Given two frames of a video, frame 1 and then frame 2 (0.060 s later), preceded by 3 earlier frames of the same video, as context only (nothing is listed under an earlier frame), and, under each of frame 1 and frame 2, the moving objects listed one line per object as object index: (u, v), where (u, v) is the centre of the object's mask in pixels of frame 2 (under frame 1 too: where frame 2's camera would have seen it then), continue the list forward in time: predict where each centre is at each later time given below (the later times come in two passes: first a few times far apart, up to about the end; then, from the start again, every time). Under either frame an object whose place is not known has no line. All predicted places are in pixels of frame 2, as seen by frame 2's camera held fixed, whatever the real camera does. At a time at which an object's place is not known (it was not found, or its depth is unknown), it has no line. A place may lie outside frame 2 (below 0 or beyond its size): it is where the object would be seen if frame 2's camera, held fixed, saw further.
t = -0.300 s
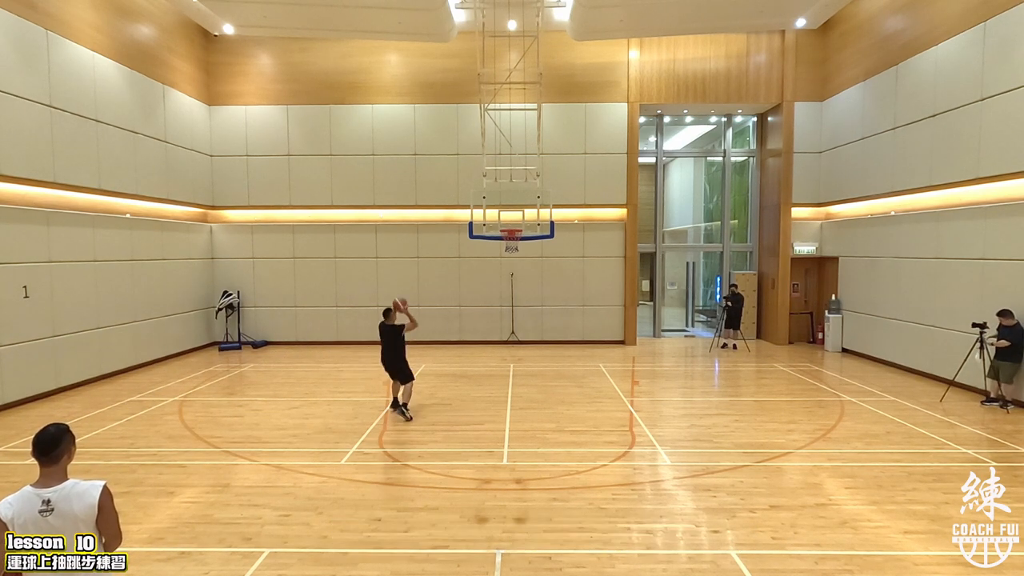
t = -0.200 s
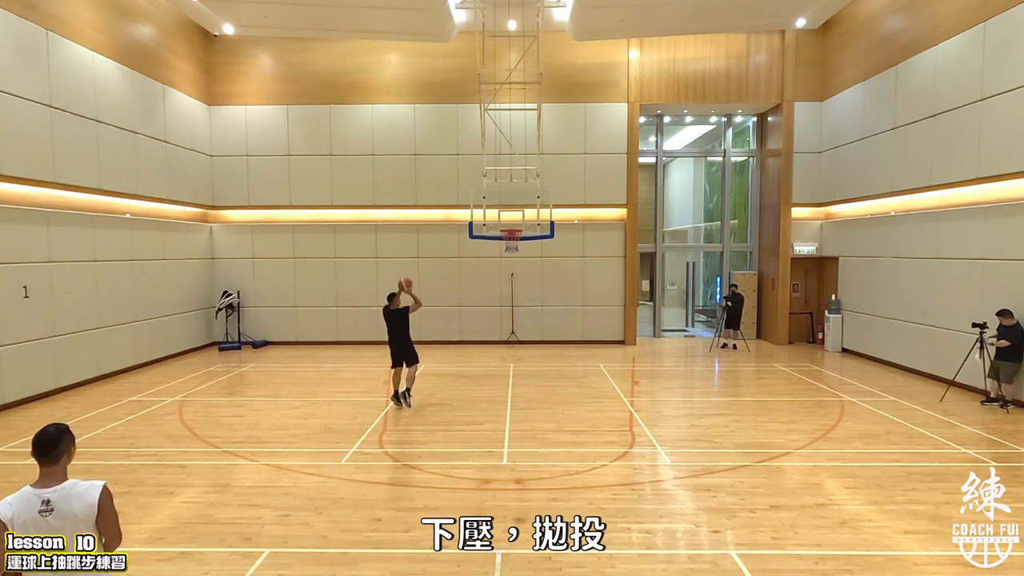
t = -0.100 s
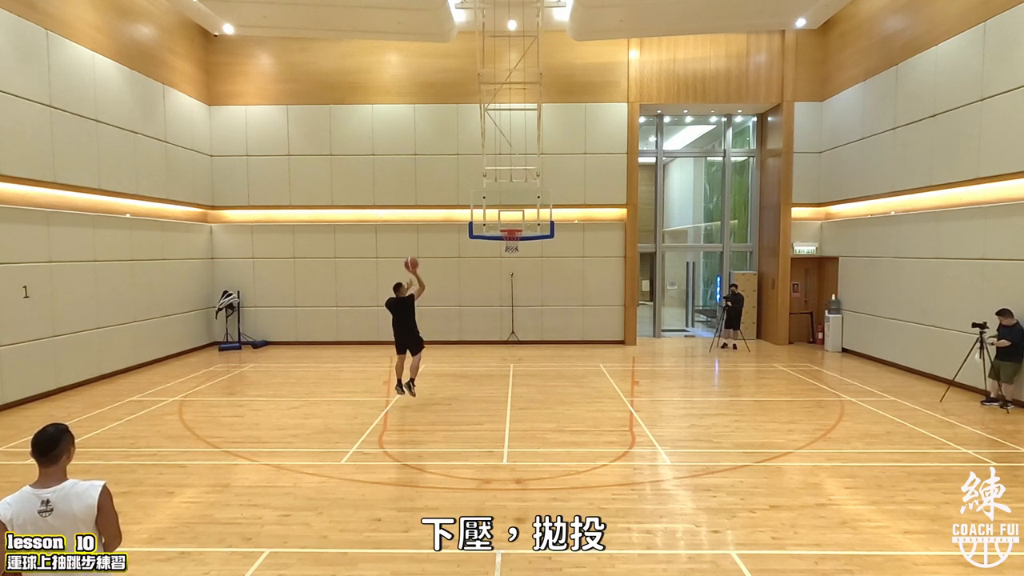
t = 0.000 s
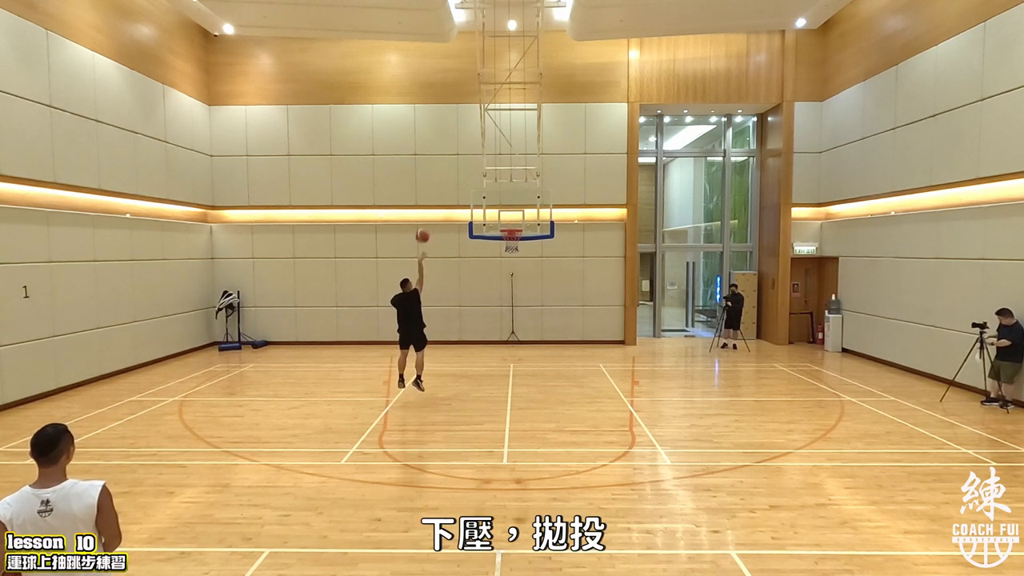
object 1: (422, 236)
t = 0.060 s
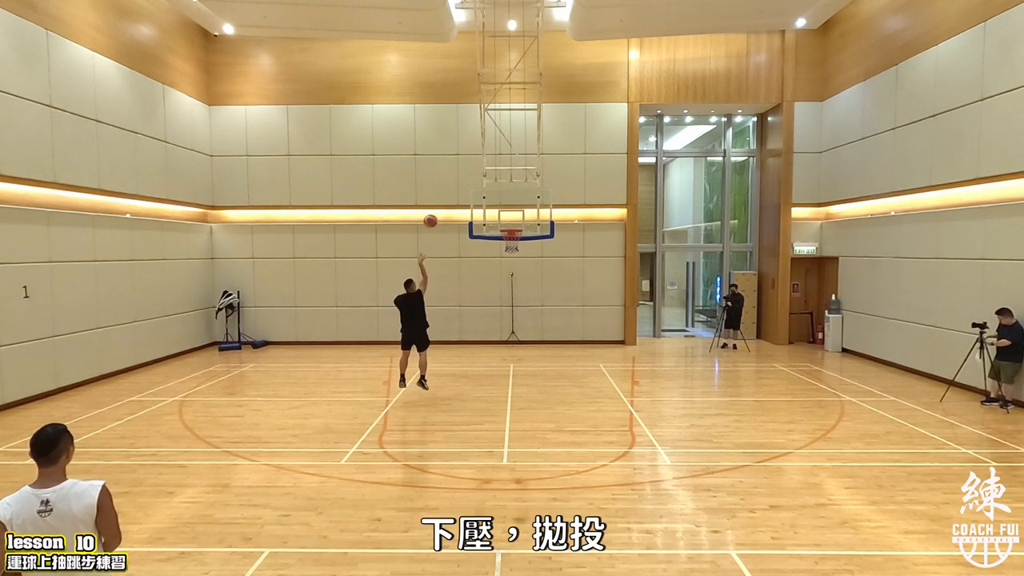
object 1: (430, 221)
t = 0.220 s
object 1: (450, 192)
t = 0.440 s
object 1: (475, 179)
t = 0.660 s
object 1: (497, 190)
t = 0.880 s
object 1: (515, 221)
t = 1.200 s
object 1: (475, 218)
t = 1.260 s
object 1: (466, 221)
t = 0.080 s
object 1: (433, 216)
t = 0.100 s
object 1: (435, 211)
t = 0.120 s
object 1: (438, 207)
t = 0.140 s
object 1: (440, 204)
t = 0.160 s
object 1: (443, 200)
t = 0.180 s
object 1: (445, 197)
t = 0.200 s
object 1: (448, 195)
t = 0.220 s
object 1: (450, 192)
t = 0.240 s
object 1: (453, 189)
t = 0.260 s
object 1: (455, 187)
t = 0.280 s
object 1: (457, 186)
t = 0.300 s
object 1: (459, 184)
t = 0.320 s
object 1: (462, 182)
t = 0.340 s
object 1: (464, 181)
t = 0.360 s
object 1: (466, 180)
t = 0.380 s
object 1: (468, 179)
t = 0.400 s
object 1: (470, 179)
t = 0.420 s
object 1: (472, 179)
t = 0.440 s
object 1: (475, 179)
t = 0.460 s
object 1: (477, 179)
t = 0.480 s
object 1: (479, 179)
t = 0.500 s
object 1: (481, 179)
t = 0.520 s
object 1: (483, 180)
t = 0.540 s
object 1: (485, 181)
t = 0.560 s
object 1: (486, 182)
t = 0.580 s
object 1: (489, 184)
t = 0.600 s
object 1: (491, 185)
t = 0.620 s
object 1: (493, 186)
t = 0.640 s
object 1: (495, 188)
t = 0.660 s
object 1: (497, 190)
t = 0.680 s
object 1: (498, 192)
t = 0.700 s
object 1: (500, 194)
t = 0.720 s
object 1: (502, 197)
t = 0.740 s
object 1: (504, 199)
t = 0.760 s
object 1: (505, 202)
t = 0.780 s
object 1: (507, 205)
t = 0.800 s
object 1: (509, 208)
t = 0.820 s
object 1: (510, 211)
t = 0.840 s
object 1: (512, 215)
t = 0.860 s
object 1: (514, 218)
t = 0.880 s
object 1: (515, 221)
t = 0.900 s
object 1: (517, 225)
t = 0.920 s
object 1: (516, 224)
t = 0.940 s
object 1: (513, 223)
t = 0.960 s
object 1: (510, 222)
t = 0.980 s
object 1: (507, 221)
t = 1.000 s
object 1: (504, 220)
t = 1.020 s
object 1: (501, 219)
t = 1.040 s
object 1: (498, 218)
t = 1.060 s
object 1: (495, 217)
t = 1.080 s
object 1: (492, 217)
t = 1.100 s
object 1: (489, 217)
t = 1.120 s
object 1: (487, 217)
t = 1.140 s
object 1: (484, 217)
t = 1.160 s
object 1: (480, 217)
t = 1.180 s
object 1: (477, 218)
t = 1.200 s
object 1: (475, 218)
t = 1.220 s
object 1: (472, 219)
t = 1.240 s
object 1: (469, 220)
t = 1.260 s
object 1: (466, 221)
